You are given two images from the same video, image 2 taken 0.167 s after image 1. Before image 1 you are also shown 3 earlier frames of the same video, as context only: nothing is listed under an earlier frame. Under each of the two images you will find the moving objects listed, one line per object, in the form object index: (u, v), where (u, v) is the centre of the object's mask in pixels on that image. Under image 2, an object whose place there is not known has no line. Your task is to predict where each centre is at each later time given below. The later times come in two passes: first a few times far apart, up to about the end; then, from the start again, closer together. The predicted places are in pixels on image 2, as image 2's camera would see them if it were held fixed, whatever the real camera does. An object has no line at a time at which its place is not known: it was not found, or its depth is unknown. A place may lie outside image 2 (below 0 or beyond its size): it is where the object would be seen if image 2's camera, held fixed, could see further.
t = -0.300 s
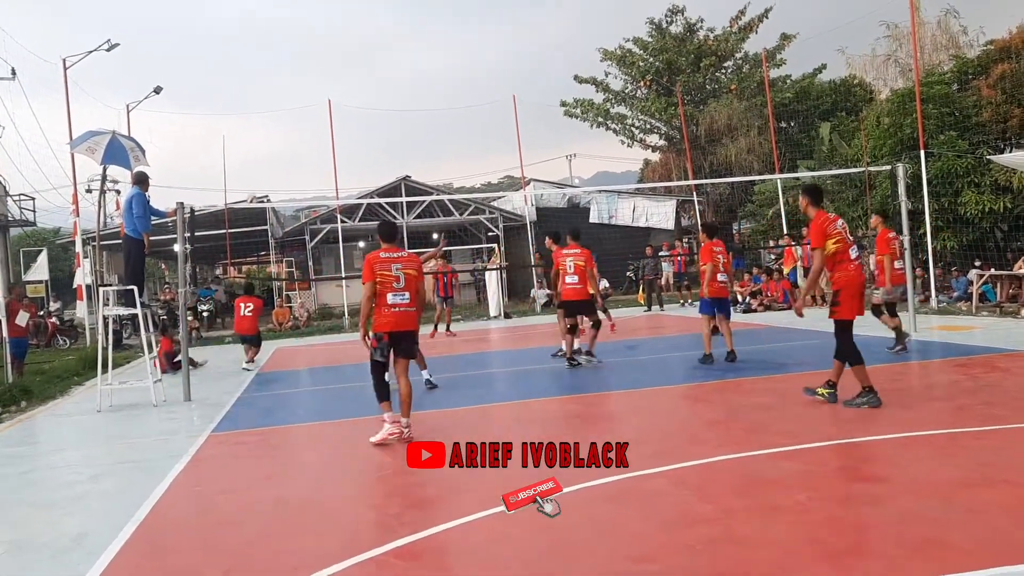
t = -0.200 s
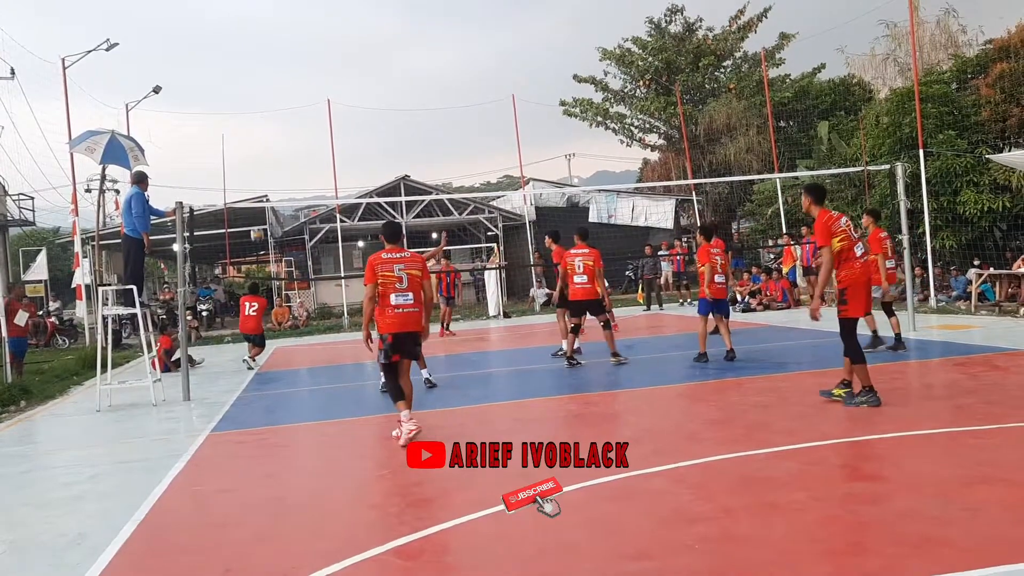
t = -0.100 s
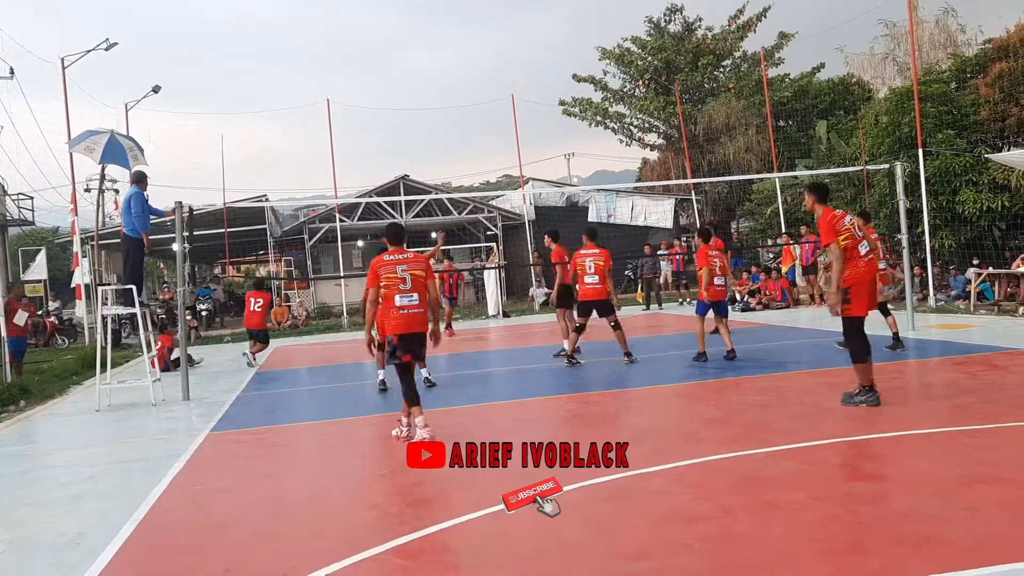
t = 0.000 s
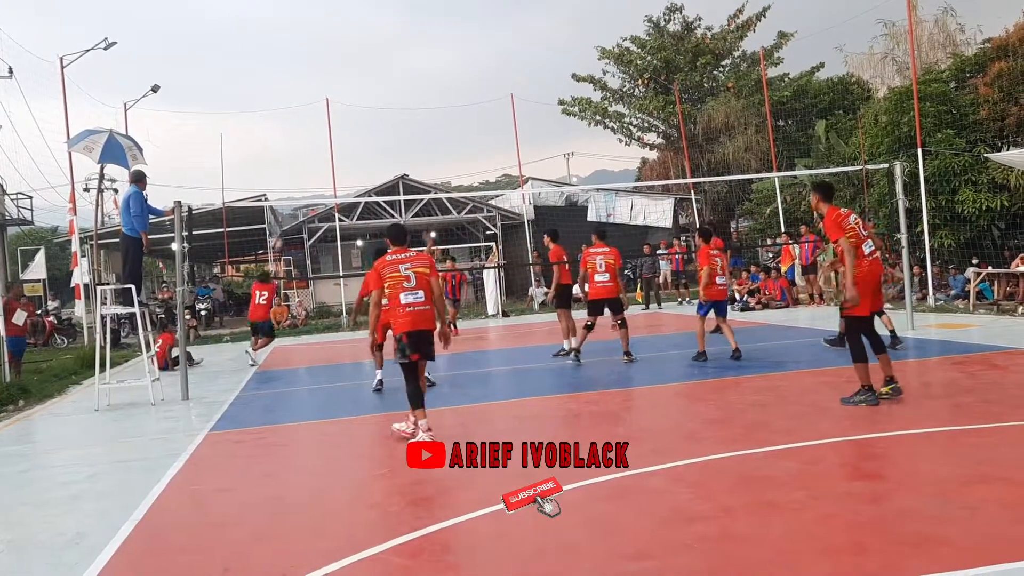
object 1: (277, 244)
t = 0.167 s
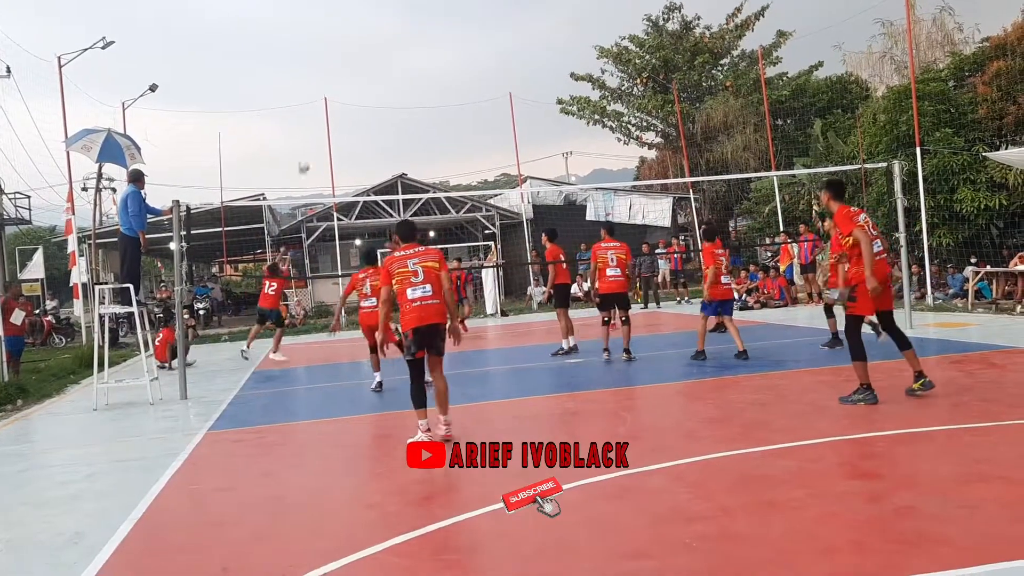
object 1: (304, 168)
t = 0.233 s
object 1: (315, 141)
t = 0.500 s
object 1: (362, 64)
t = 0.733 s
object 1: (405, 28)
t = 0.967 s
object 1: (450, 25)
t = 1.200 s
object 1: (497, 54)
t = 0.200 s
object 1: (309, 154)
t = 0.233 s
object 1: (315, 141)
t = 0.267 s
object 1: (321, 130)
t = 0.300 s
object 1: (327, 118)
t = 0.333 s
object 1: (332, 108)
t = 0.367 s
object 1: (338, 97)
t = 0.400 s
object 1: (343, 88)
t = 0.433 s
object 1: (349, 79)
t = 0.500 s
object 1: (362, 64)
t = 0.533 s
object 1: (368, 58)
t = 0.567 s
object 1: (374, 51)
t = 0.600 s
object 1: (380, 44)
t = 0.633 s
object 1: (386, 39)
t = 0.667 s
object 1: (392, 35)
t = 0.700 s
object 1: (399, 31)
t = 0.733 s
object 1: (405, 28)
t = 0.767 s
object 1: (411, 26)
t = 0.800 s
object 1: (418, 24)
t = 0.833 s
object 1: (424, 22)
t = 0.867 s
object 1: (430, 22)
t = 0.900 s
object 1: (437, 22)
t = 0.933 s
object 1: (444, 23)
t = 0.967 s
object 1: (450, 25)
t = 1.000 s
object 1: (457, 28)
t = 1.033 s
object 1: (463, 29)
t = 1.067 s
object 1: (470, 33)
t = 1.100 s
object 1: (478, 37)
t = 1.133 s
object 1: (484, 42)
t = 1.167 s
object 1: (491, 48)
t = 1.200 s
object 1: (497, 54)
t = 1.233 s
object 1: (504, 61)
